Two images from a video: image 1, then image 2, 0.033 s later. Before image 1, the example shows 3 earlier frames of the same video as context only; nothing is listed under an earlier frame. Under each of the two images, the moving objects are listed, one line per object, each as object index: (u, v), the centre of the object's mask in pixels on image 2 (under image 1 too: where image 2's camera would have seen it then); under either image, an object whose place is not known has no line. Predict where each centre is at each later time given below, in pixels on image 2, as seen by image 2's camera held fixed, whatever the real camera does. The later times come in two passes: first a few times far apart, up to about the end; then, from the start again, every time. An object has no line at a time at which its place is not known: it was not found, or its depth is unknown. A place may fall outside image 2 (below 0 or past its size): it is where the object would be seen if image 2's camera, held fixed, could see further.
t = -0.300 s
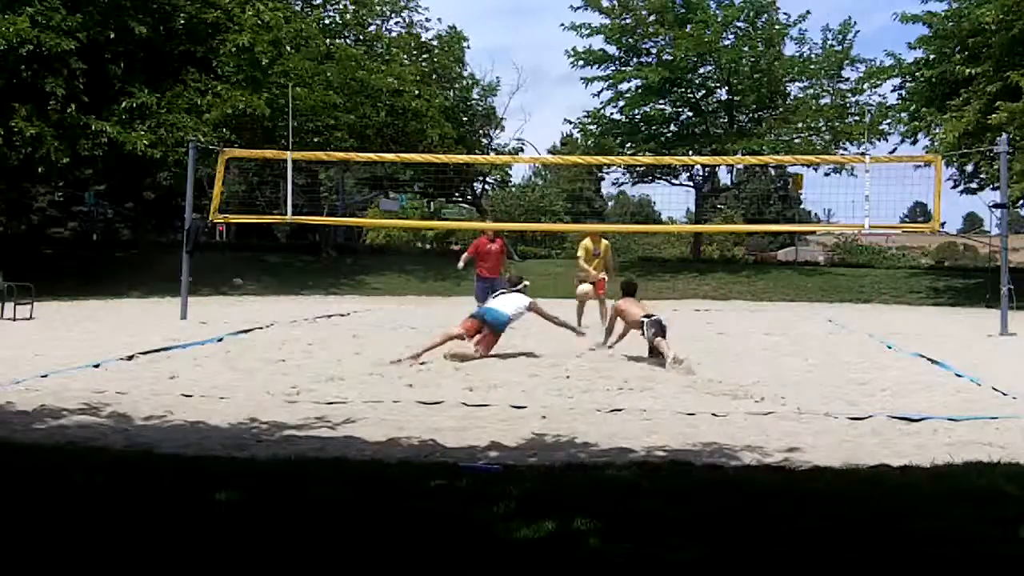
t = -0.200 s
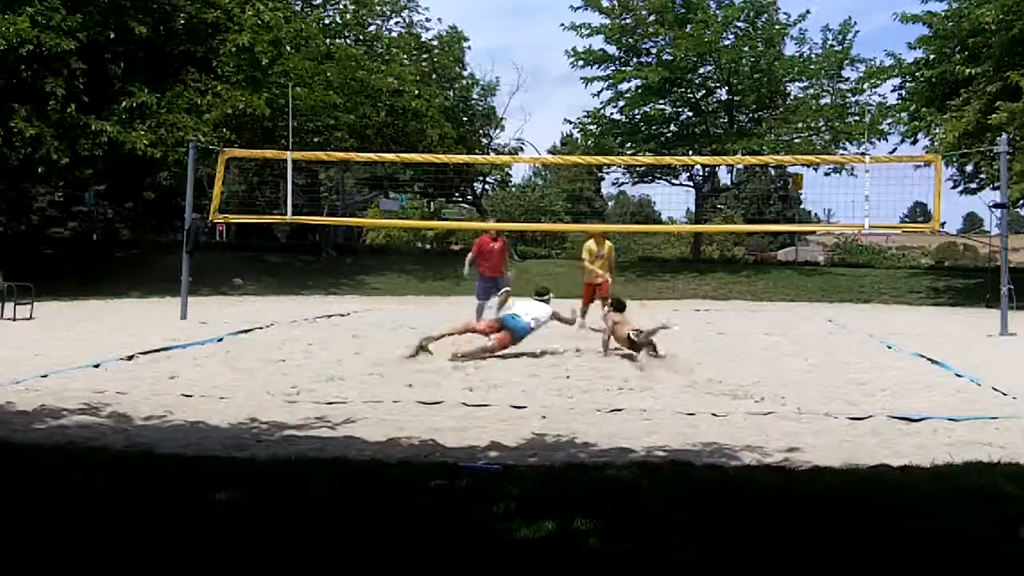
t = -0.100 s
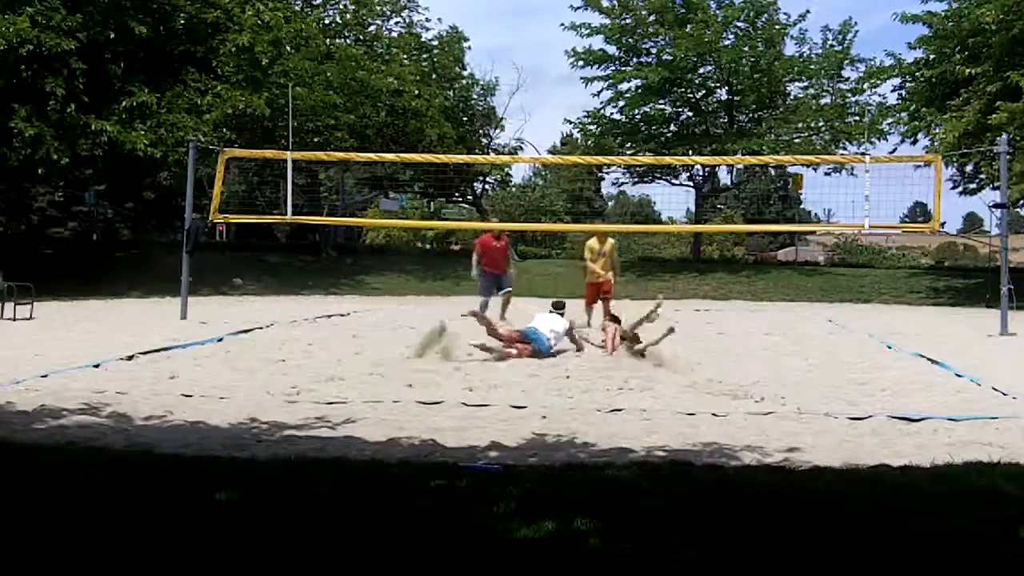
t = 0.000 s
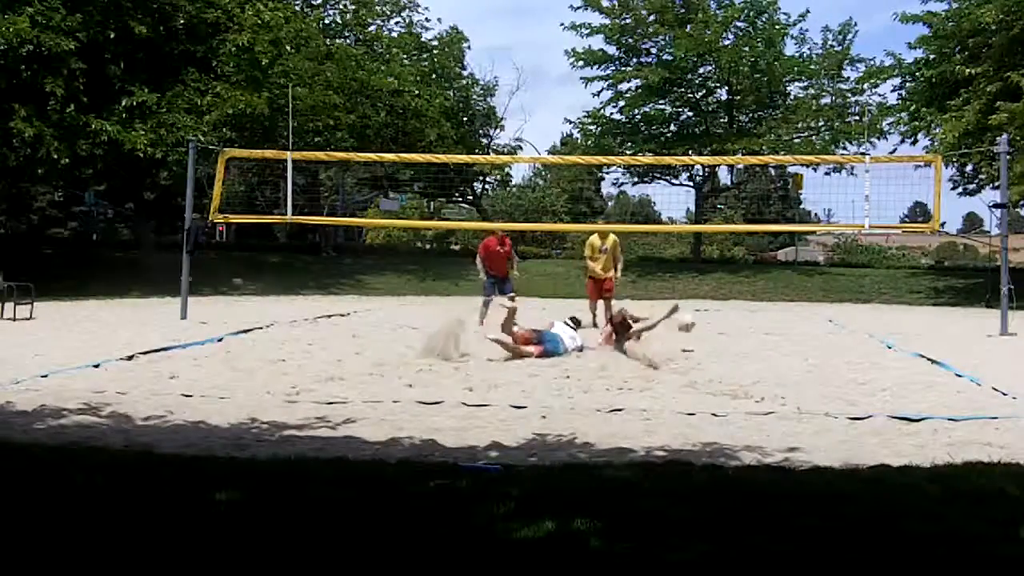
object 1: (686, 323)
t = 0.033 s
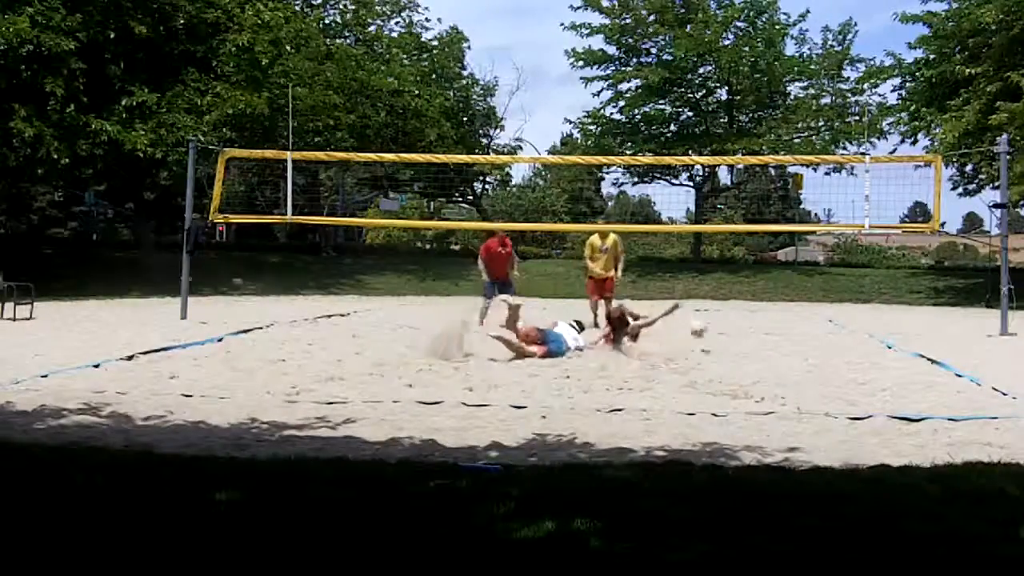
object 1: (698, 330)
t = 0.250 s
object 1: (765, 327)
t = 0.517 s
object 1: (839, 334)
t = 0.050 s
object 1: (704, 332)
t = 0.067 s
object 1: (709, 334)
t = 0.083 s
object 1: (716, 339)
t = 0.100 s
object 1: (722, 342)
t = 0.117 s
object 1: (726, 344)
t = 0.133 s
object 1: (733, 343)
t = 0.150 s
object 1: (737, 341)
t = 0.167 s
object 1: (741, 338)
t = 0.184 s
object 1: (747, 335)
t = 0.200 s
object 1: (751, 333)
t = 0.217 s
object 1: (756, 331)
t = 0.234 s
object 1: (760, 329)
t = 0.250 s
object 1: (765, 327)
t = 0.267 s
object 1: (769, 327)
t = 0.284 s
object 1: (775, 327)
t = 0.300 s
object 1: (780, 325)
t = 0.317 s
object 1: (784, 324)
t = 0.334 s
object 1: (789, 324)
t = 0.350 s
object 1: (793, 324)
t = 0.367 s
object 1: (798, 324)
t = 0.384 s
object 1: (802, 324)
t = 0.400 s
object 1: (807, 324)
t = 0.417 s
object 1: (811, 325)
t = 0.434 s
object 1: (817, 326)
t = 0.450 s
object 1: (821, 327)
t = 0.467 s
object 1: (825, 328)
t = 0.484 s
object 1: (831, 329)
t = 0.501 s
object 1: (834, 331)
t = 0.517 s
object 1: (839, 334)
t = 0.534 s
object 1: (844, 336)
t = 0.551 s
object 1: (848, 341)
